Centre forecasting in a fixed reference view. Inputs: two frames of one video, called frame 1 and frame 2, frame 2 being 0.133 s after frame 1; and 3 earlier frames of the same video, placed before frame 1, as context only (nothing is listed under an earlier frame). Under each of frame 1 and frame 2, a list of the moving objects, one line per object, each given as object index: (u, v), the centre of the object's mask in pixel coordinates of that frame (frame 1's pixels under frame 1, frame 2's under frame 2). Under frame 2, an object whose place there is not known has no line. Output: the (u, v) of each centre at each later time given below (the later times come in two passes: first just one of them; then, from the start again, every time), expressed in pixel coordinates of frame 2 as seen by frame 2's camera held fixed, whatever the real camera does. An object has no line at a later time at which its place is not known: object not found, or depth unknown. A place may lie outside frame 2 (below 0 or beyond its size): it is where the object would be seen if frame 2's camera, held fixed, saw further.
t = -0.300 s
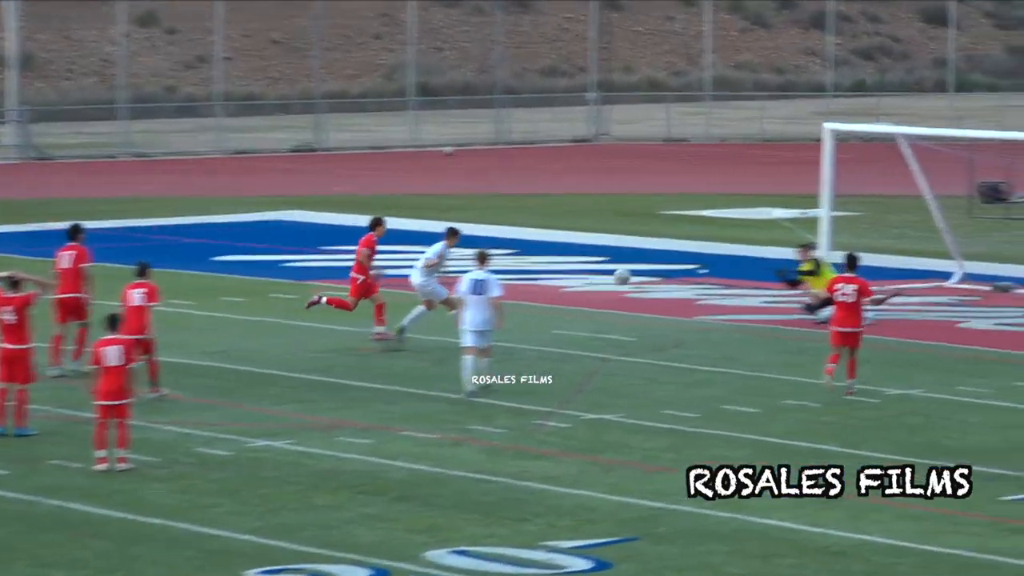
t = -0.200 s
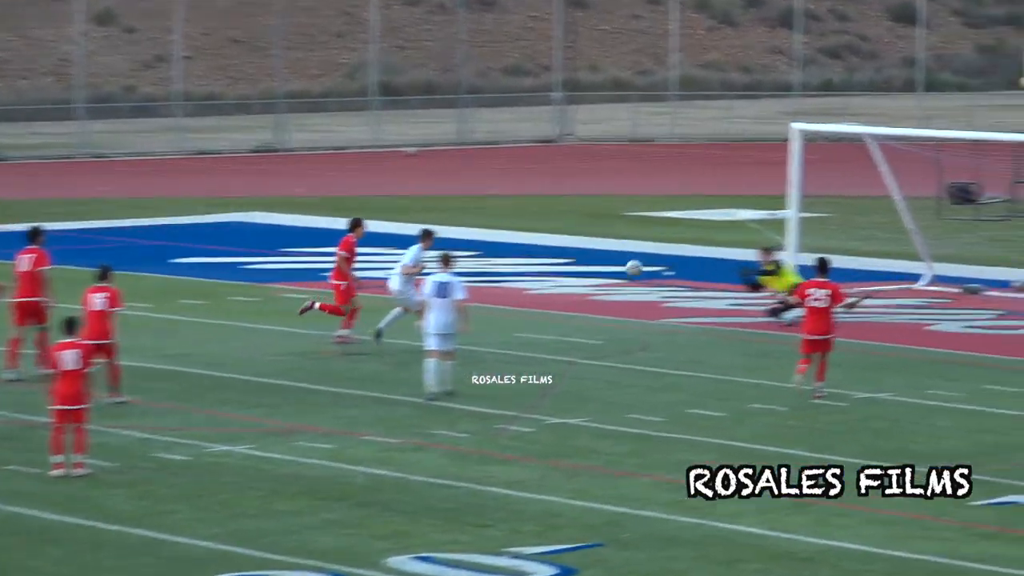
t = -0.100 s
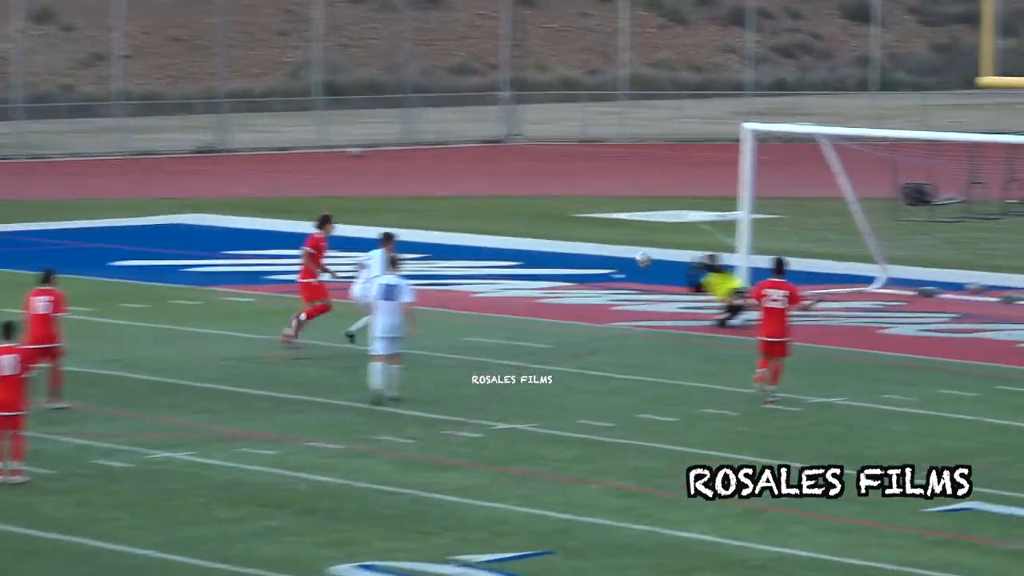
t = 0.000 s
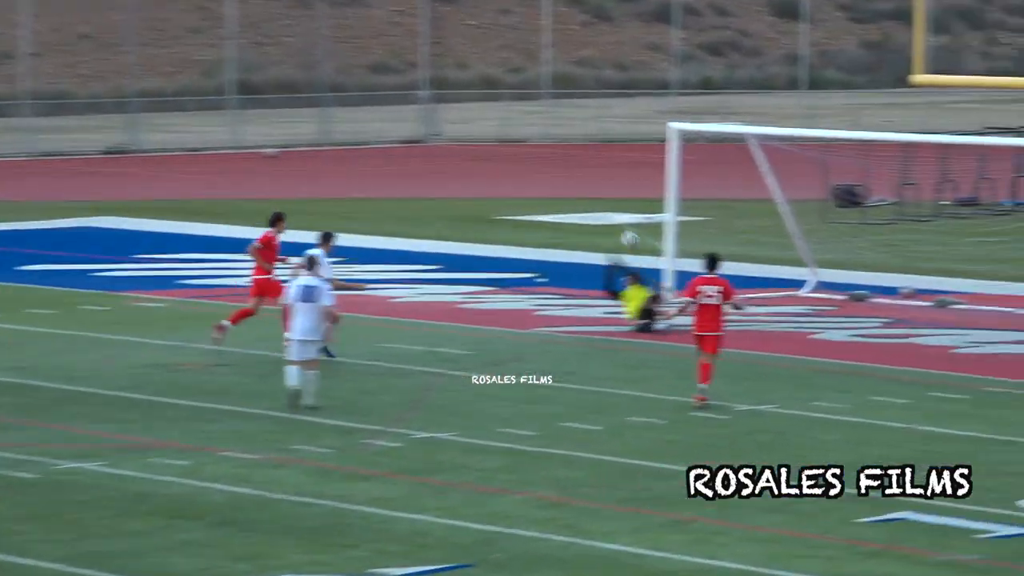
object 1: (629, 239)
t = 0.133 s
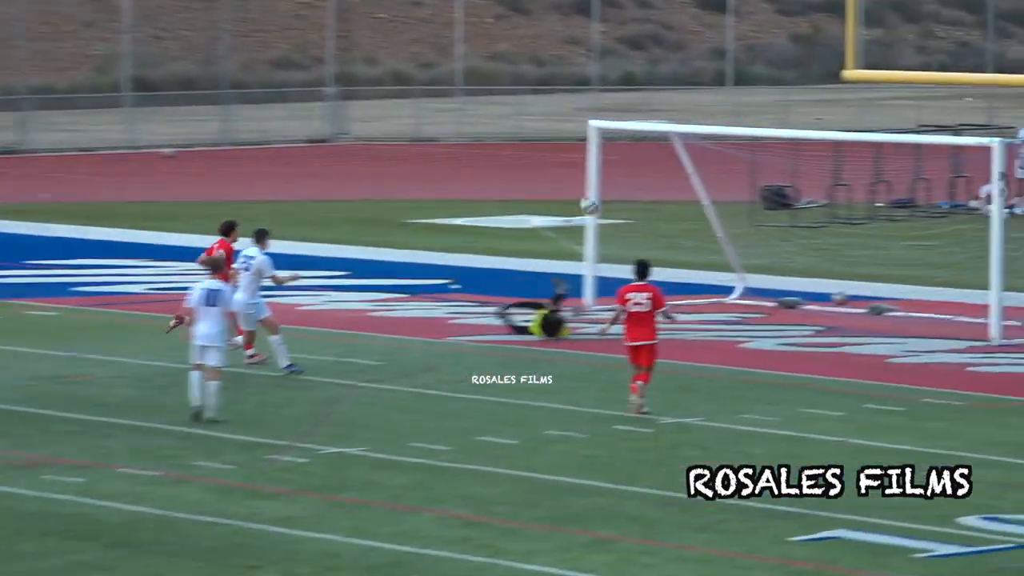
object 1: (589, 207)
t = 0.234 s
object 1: (621, 185)
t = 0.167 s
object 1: (600, 198)
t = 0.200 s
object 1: (610, 191)
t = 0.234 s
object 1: (621, 185)
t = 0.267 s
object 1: (631, 181)
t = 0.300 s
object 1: (641, 177)
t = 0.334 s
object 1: (651, 174)
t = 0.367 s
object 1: (662, 172)
